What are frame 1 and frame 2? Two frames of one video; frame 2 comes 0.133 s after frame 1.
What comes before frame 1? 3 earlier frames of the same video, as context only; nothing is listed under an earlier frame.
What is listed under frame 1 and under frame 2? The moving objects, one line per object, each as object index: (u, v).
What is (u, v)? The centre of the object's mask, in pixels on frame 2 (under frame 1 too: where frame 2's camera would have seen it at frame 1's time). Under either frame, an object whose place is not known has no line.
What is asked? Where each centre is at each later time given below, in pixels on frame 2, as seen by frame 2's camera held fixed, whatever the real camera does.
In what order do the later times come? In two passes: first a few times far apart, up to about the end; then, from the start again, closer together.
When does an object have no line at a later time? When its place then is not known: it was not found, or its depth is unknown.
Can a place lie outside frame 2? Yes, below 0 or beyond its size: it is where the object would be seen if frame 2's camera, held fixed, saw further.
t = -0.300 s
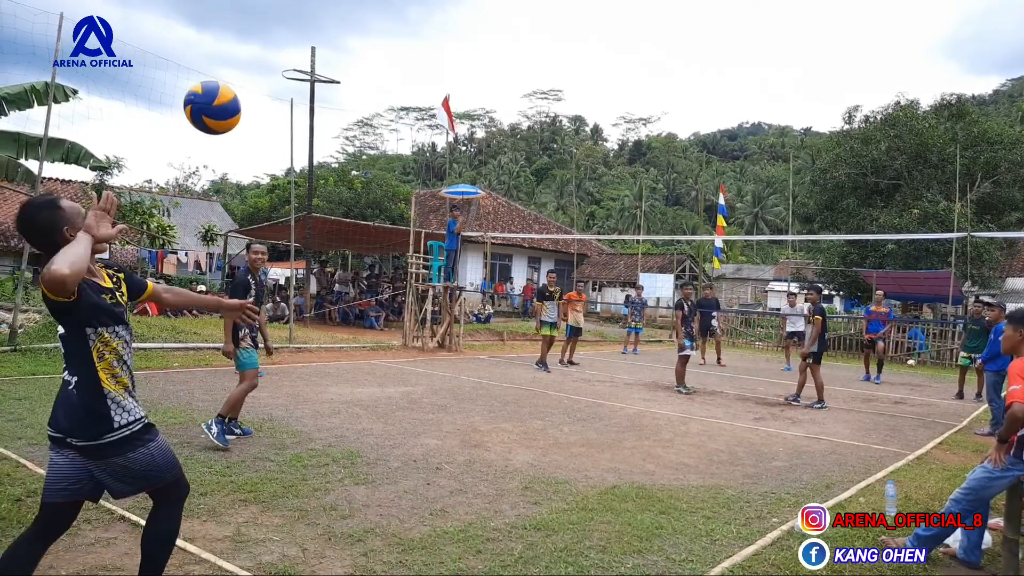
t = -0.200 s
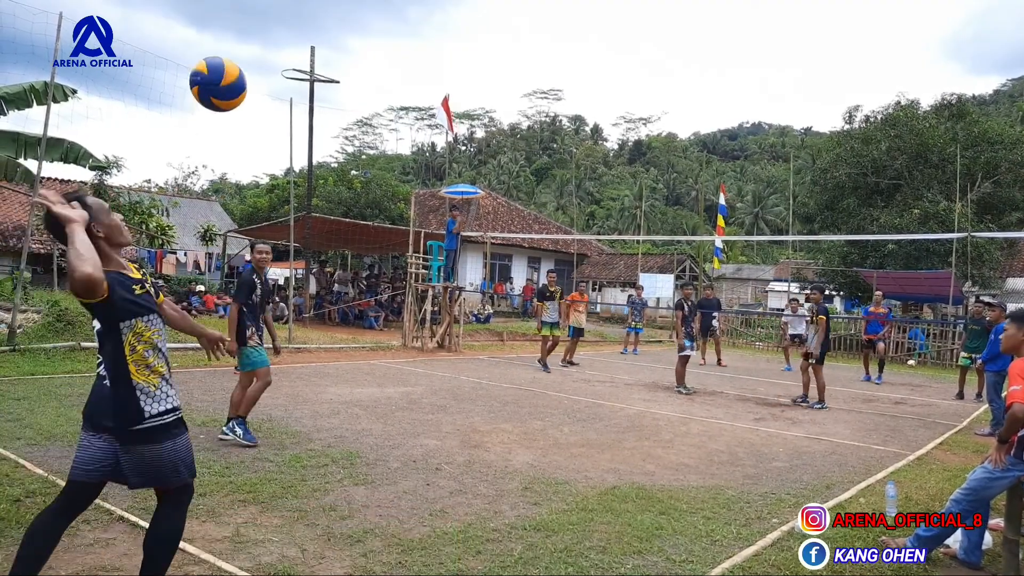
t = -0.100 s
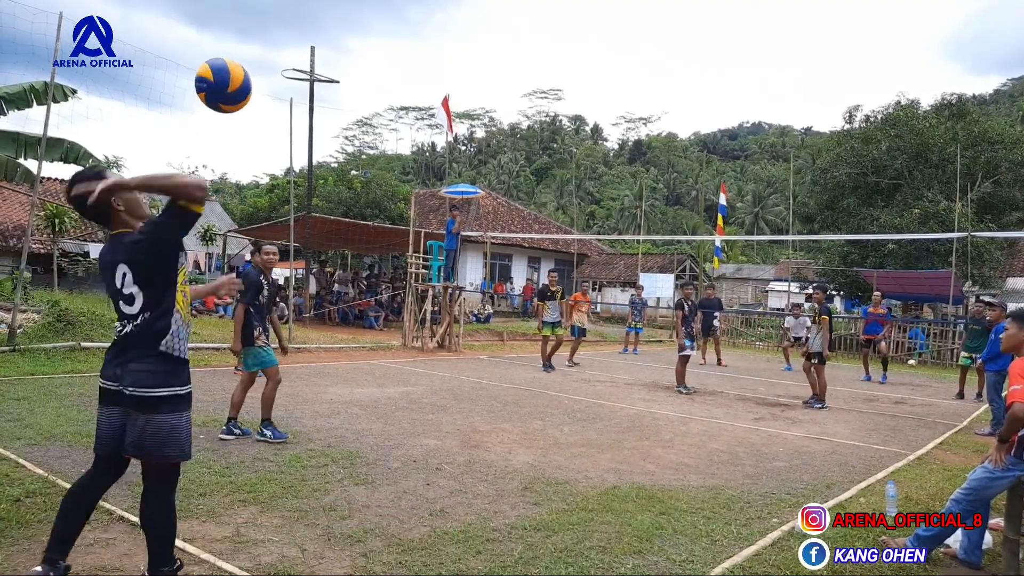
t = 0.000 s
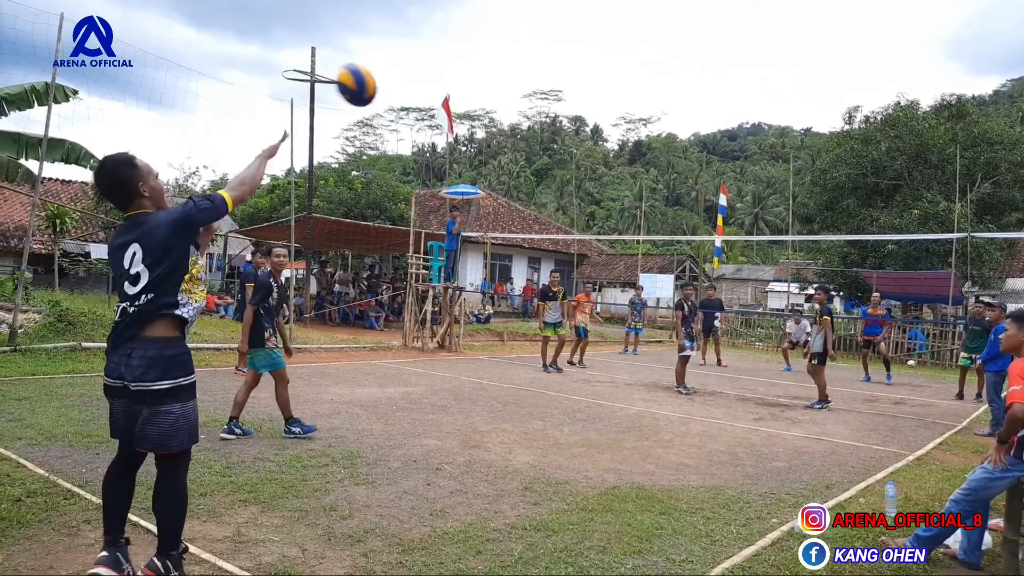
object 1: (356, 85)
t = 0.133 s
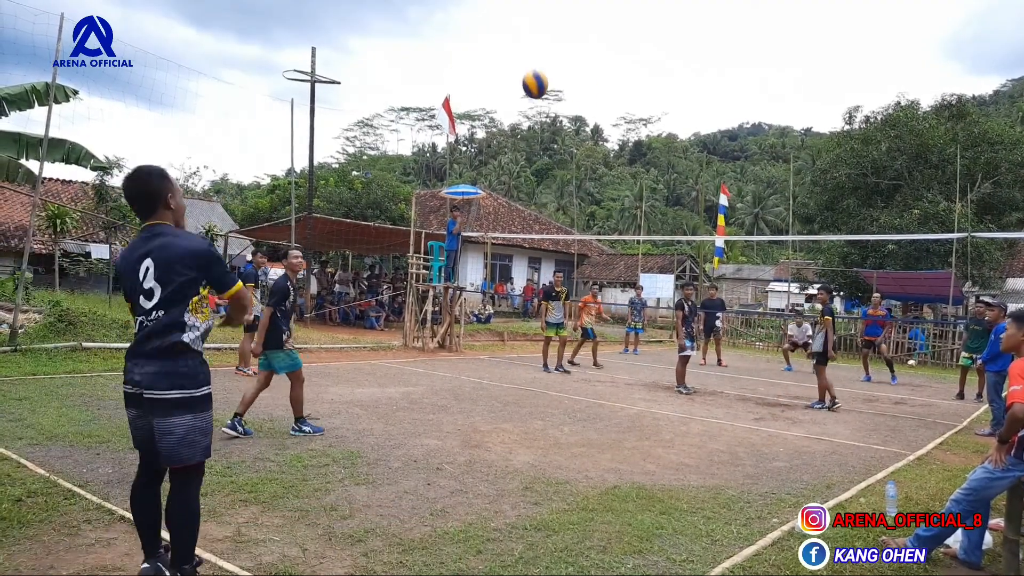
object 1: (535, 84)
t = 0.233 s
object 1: (607, 97)
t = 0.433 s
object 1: (686, 139)
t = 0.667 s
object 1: (732, 197)
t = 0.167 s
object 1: (563, 88)
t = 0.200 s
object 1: (586, 92)
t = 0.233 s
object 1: (607, 97)
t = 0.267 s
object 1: (625, 103)
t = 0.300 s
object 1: (641, 110)
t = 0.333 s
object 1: (655, 117)
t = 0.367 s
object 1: (666, 124)
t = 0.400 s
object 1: (677, 132)
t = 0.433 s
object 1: (686, 139)
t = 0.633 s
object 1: (727, 188)
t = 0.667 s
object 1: (732, 197)
